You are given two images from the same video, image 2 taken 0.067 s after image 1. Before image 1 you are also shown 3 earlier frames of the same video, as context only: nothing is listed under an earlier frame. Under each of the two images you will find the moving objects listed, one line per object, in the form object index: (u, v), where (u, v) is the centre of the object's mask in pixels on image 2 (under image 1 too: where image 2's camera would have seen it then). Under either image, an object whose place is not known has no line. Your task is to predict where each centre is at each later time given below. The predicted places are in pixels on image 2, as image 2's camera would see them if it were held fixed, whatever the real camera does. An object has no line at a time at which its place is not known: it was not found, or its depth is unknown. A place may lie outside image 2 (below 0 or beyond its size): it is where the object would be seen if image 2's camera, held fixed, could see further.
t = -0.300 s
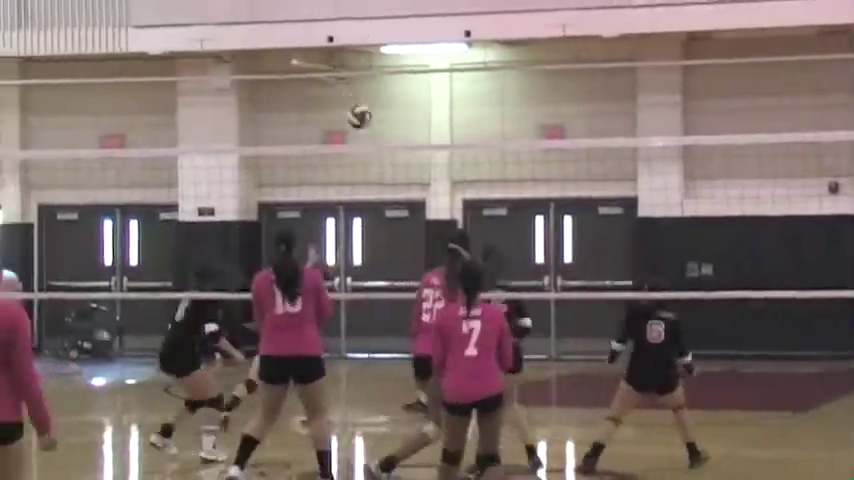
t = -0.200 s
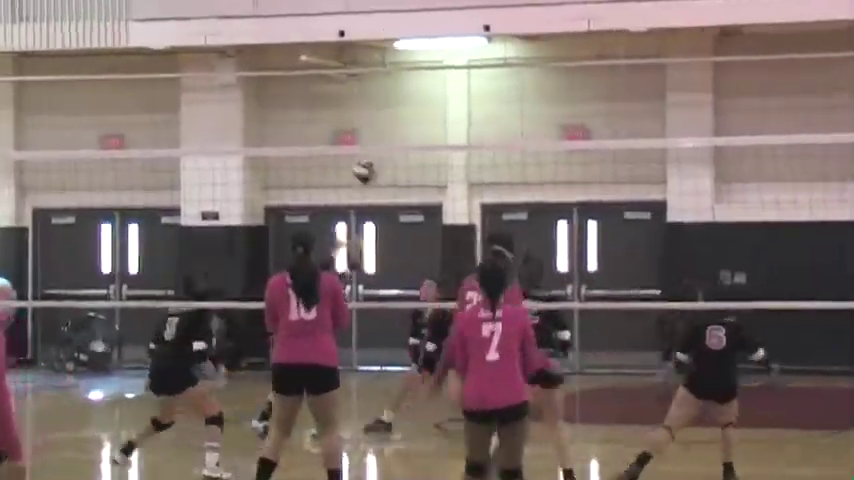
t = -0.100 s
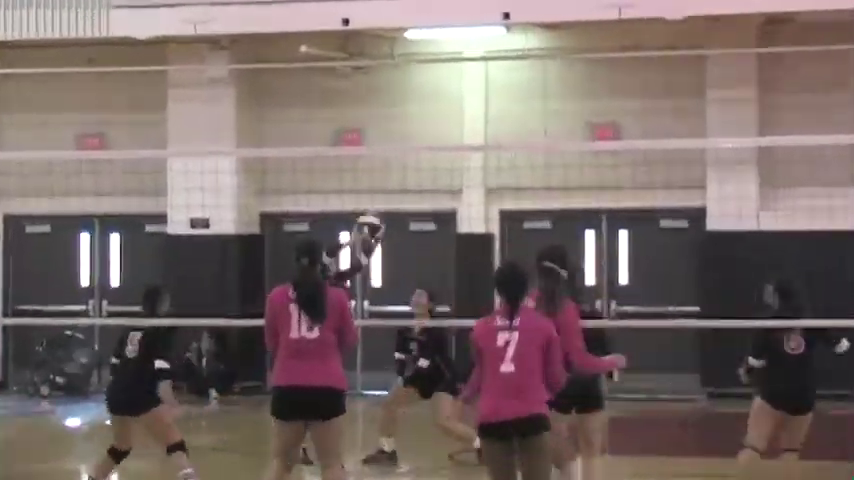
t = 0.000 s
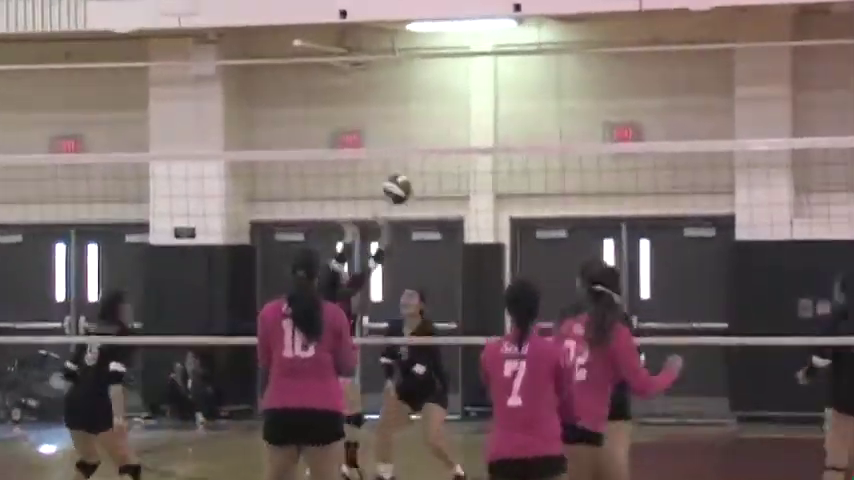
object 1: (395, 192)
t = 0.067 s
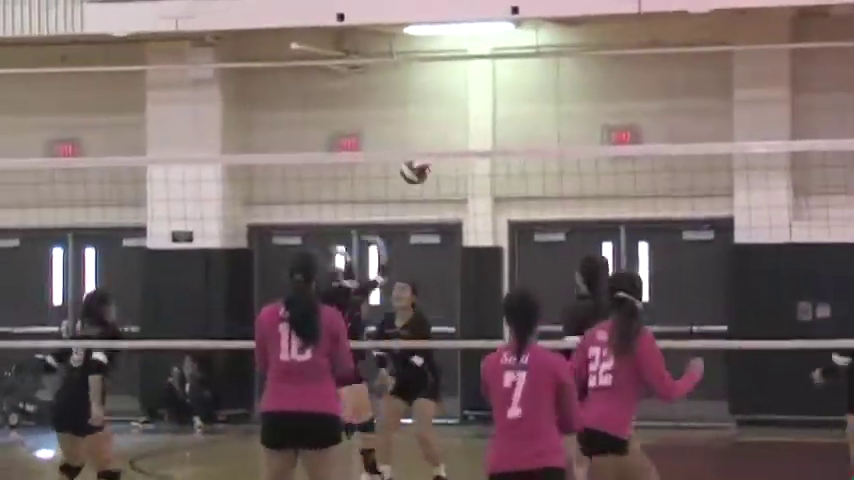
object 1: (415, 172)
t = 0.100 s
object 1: (423, 162)
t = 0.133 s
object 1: (432, 144)
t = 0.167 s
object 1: (443, 142)
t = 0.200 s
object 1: (452, 139)
